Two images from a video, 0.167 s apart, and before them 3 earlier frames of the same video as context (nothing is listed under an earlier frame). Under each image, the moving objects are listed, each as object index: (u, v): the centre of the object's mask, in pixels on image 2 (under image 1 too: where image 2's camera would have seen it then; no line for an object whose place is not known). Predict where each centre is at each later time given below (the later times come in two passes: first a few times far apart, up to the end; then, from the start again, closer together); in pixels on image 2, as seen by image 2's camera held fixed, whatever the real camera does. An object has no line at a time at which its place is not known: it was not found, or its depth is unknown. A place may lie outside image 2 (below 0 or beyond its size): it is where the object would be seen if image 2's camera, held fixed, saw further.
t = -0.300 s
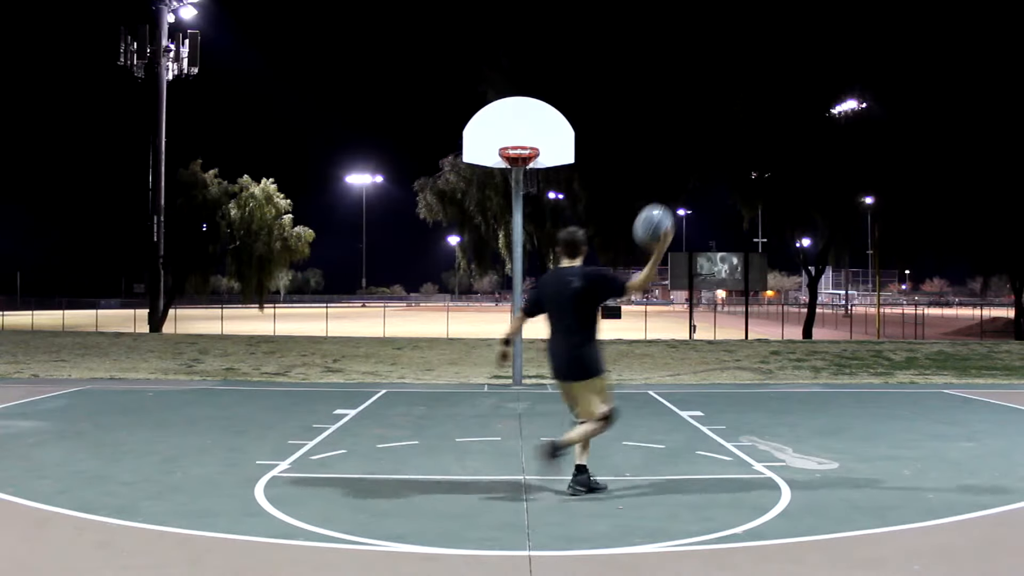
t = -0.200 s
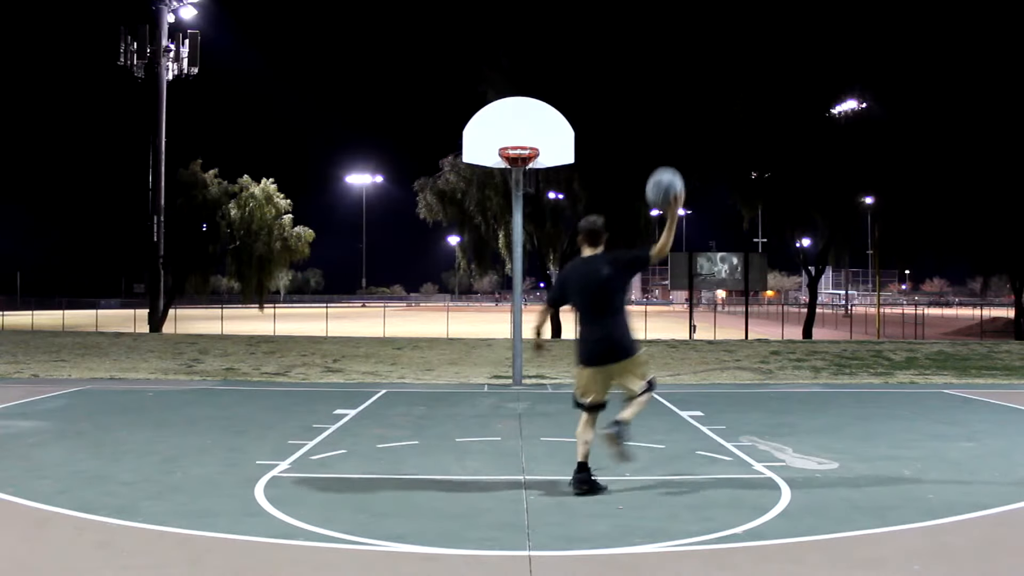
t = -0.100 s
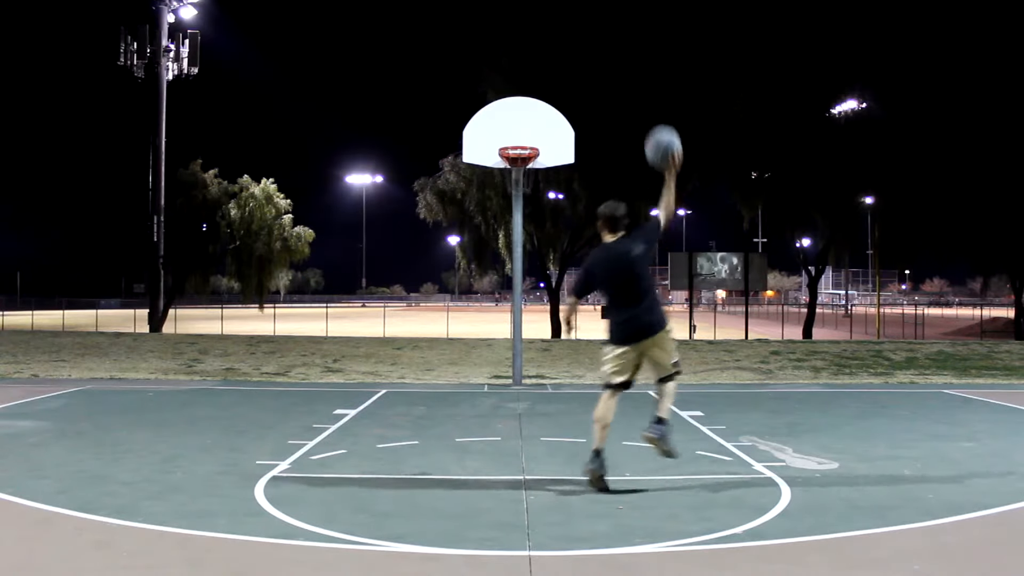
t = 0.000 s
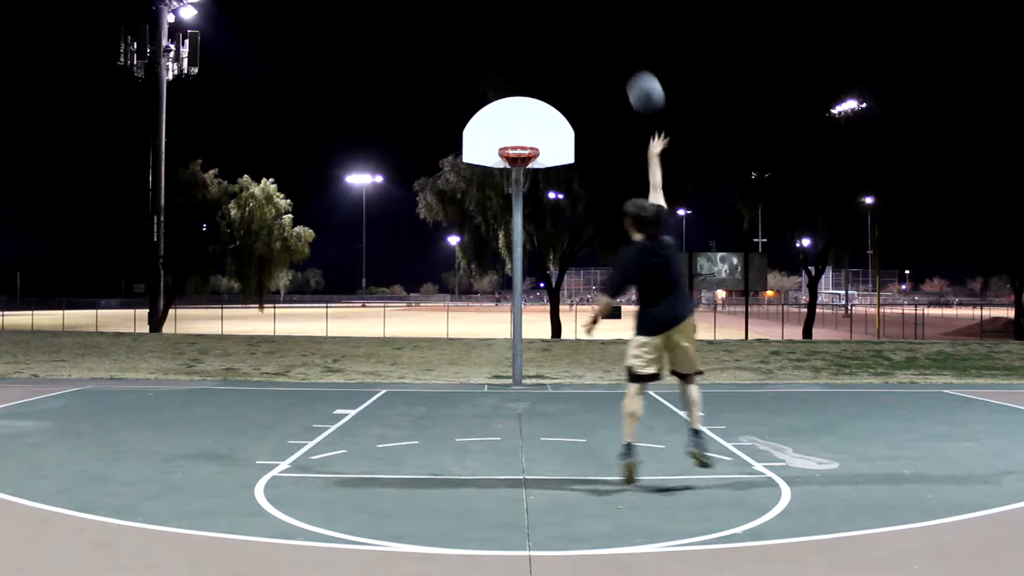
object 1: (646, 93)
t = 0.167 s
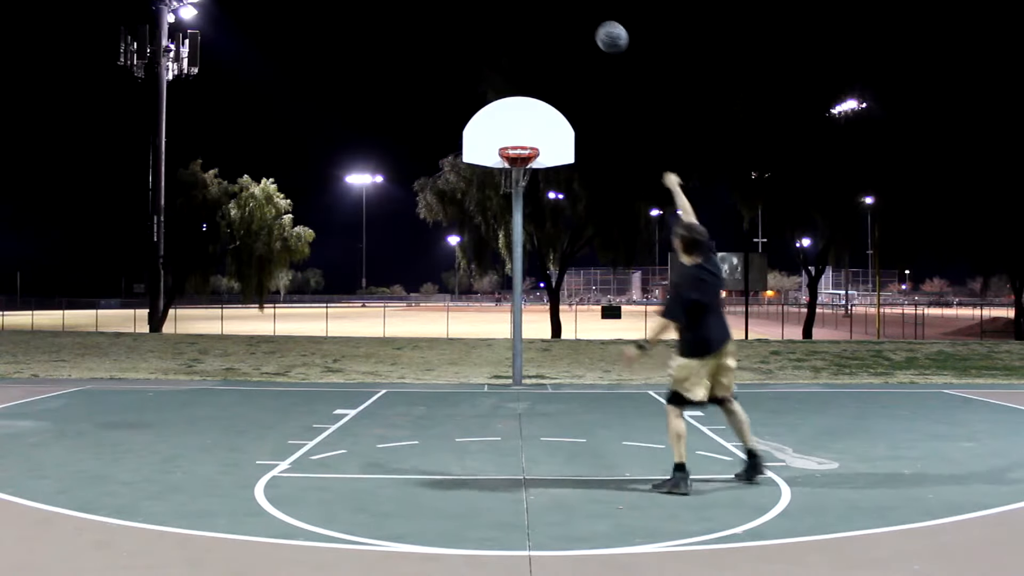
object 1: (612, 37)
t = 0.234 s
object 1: (601, 27)
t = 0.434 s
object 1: (574, 27)
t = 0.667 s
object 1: (545, 71)
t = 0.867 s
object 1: (526, 135)
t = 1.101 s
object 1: (510, 180)
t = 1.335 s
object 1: (510, 180)
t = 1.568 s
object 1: (523, 205)
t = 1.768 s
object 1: (532, 262)
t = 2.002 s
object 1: (542, 366)
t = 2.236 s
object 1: (546, 322)
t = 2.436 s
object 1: (548, 274)
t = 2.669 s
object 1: (550, 259)
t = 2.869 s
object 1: (553, 278)
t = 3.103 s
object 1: (555, 338)
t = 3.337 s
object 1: (557, 354)
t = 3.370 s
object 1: (557, 346)
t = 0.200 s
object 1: (608, 32)
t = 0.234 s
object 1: (601, 27)
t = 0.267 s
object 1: (597, 24)
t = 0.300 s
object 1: (592, 23)
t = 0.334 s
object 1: (587, 22)
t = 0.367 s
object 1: (583, 23)
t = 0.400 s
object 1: (579, 24)
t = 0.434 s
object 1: (574, 27)
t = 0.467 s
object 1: (569, 31)
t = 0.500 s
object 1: (565, 36)
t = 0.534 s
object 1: (561, 41)
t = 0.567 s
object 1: (556, 48)
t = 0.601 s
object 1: (553, 55)
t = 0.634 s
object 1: (549, 62)
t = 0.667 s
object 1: (545, 71)
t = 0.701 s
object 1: (542, 80)
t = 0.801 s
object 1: (532, 111)
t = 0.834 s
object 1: (529, 123)
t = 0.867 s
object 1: (526, 135)
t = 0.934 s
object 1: (520, 156)
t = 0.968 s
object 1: (517, 169)
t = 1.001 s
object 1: (515, 177)
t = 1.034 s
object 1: (514, 180)
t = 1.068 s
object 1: (513, 180)
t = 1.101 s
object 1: (510, 180)
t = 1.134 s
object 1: (509, 180)
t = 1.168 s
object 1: (508, 180)
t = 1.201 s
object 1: (507, 180)
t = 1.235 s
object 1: (507, 180)
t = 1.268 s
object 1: (508, 179)
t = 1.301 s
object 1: (510, 179)
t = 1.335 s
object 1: (510, 180)
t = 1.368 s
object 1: (513, 181)
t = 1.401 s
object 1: (514, 183)
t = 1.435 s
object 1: (516, 186)
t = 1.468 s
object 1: (517, 190)
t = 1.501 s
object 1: (519, 194)
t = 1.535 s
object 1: (520, 199)
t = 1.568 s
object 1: (523, 205)
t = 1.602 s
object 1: (525, 213)
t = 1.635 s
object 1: (527, 221)
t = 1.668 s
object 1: (528, 229)
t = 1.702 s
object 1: (529, 239)
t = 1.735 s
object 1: (531, 250)
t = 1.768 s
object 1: (532, 262)
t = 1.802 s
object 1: (532, 272)
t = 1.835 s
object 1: (533, 284)
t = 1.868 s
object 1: (536, 300)
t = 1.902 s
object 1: (537, 316)
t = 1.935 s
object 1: (538, 331)
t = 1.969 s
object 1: (540, 350)
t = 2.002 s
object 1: (542, 366)
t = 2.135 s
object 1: (545, 358)
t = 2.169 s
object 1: (545, 347)
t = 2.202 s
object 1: (546, 334)
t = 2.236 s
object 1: (546, 322)
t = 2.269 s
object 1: (547, 312)
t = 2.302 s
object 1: (546, 302)
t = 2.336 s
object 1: (547, 294)
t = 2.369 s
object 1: (548, 286)
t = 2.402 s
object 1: (547, 280)
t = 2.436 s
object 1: (548, 274)
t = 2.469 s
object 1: (548, 270)
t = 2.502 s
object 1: (549, 266)
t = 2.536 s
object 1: (549, 262)
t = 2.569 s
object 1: (549, 261)
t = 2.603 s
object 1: (550, 259)
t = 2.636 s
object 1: (550, 259)
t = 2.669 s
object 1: (550, 259)
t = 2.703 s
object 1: (551, 260)
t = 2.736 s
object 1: (551, 262)
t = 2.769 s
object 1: (551, 264)
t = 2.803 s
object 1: (552, 268)
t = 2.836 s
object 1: (552, 272)
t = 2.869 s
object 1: (553, 278)
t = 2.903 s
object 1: (553, 284)
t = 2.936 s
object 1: (554, 291)
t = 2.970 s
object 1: (554, 298)
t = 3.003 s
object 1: (554, 306)
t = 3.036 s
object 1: (555, 316)
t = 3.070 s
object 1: (555, 327)
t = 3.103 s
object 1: (555, 338)
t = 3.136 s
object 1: (555, 351)
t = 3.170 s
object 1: (556, 364)
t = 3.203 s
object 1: (555, 378)
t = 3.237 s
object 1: (555, 388)
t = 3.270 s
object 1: (556, 377)
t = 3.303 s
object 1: (557, 365)
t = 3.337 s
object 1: (557, 354)
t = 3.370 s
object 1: (557, 346)
